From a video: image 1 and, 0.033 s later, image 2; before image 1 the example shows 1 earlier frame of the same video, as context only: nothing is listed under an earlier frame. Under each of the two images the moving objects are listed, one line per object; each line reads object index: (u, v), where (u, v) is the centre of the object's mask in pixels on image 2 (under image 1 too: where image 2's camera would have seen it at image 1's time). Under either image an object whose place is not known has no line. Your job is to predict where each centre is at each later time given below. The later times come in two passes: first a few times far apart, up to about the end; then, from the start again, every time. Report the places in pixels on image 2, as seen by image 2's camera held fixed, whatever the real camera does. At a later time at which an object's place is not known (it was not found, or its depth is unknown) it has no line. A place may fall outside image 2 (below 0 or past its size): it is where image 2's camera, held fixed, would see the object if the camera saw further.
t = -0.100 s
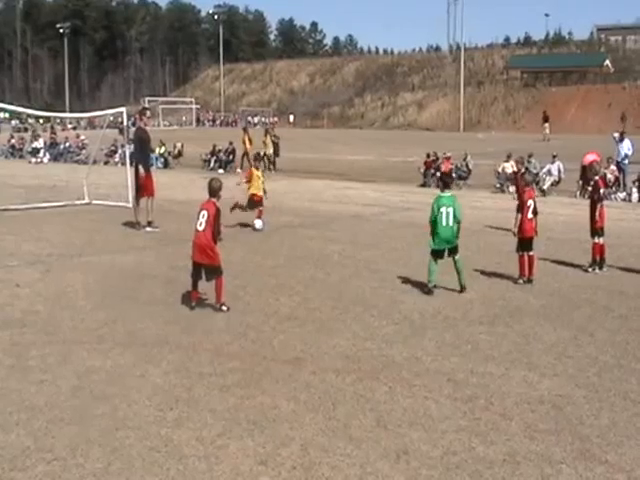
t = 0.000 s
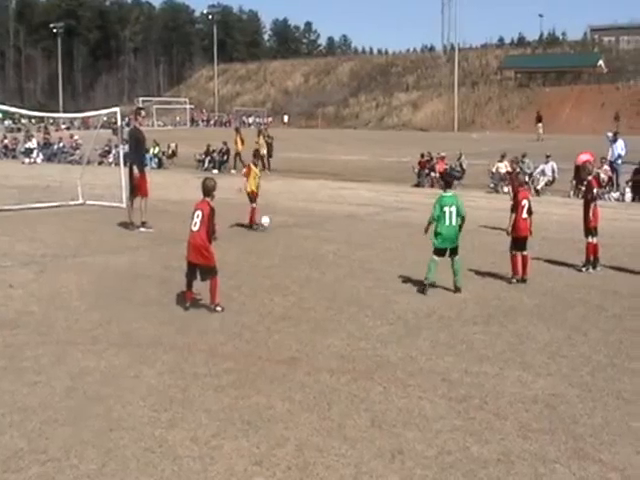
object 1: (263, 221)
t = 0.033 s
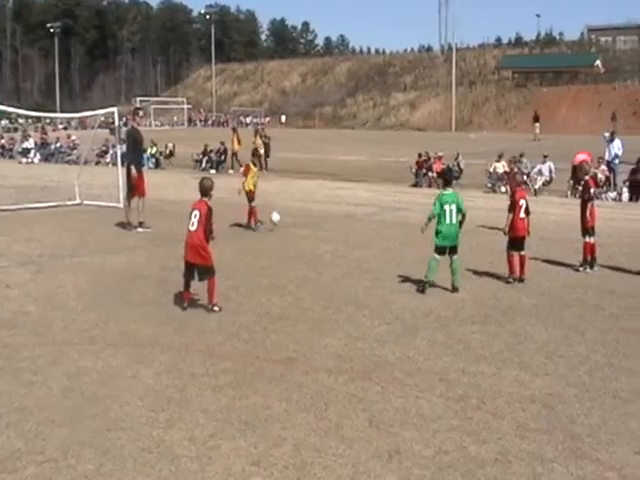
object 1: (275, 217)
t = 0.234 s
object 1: (348, 209)
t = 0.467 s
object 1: (429, 227)
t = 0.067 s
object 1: (287, 214)
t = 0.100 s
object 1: (300, 211)
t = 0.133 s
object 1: (312, 210)
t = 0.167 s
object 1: (324, 209)
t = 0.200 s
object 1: (336, 208)
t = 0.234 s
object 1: (348, 209)
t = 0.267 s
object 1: (360, 210)
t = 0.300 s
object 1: (372, 211)
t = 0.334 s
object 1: (384, 214)
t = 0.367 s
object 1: (396, 217)
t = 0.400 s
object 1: (407, 221)
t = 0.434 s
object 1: (419, 225)
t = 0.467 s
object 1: (429, 227)
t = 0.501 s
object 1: (438, 224)
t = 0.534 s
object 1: (447, 221)
